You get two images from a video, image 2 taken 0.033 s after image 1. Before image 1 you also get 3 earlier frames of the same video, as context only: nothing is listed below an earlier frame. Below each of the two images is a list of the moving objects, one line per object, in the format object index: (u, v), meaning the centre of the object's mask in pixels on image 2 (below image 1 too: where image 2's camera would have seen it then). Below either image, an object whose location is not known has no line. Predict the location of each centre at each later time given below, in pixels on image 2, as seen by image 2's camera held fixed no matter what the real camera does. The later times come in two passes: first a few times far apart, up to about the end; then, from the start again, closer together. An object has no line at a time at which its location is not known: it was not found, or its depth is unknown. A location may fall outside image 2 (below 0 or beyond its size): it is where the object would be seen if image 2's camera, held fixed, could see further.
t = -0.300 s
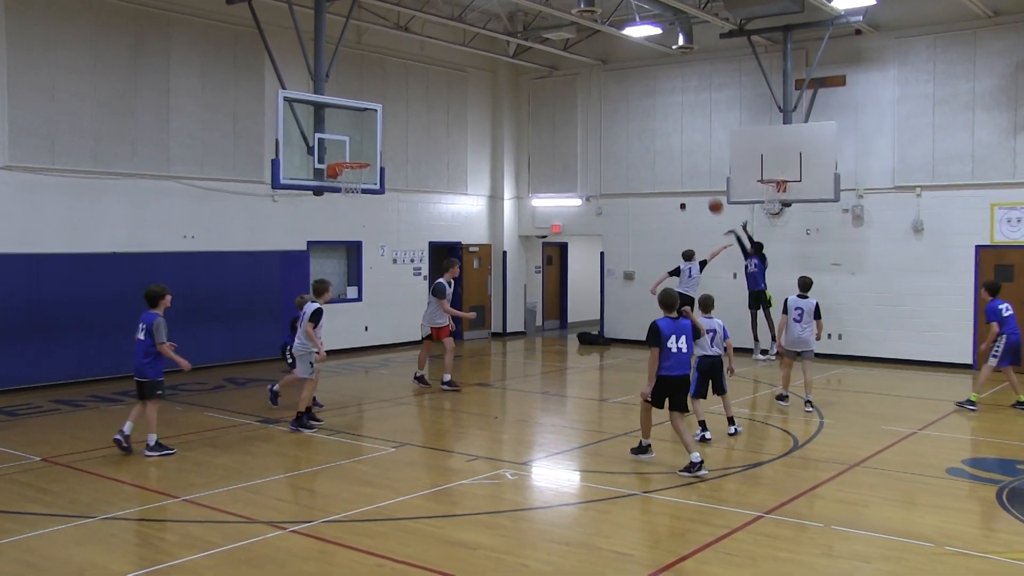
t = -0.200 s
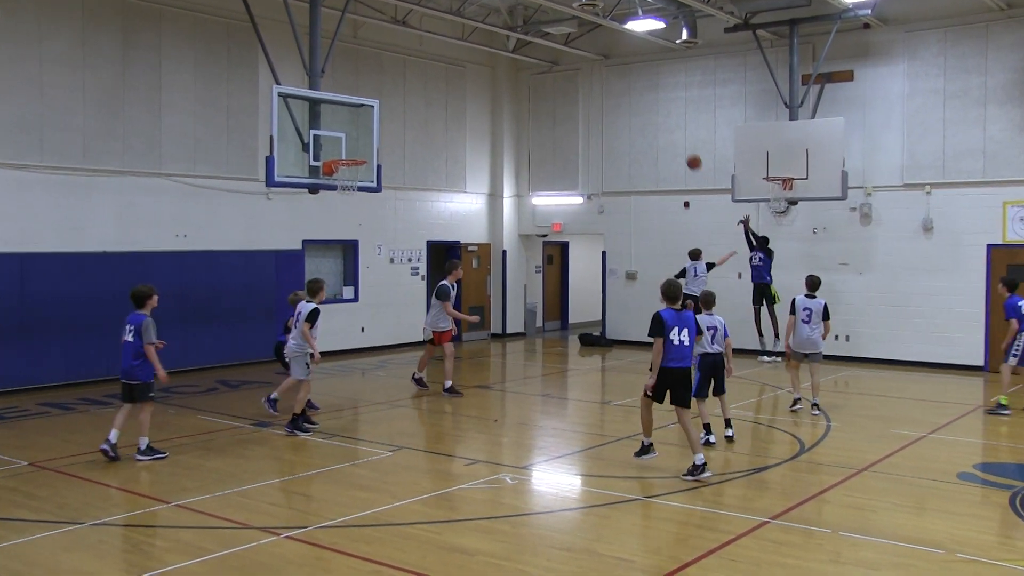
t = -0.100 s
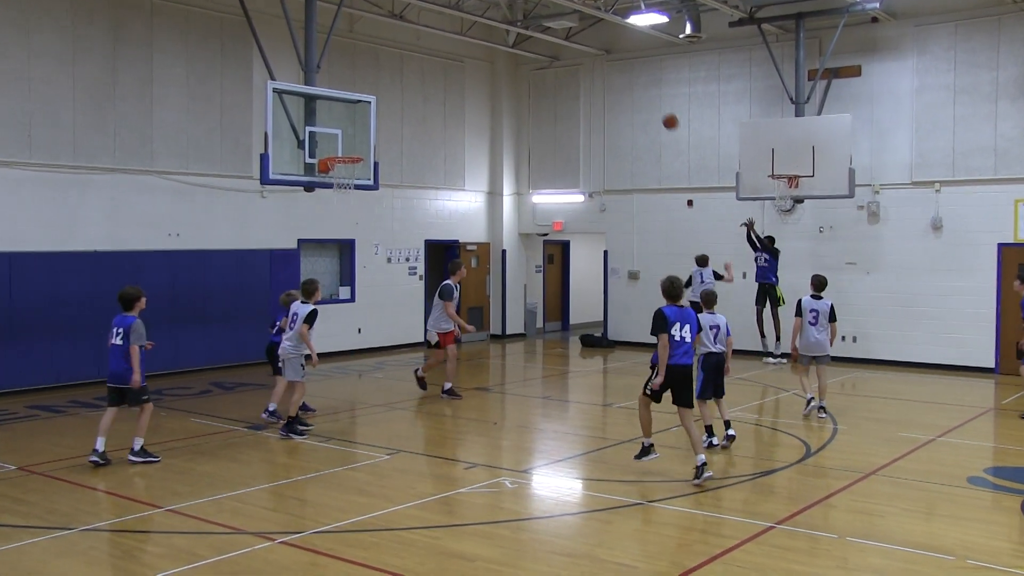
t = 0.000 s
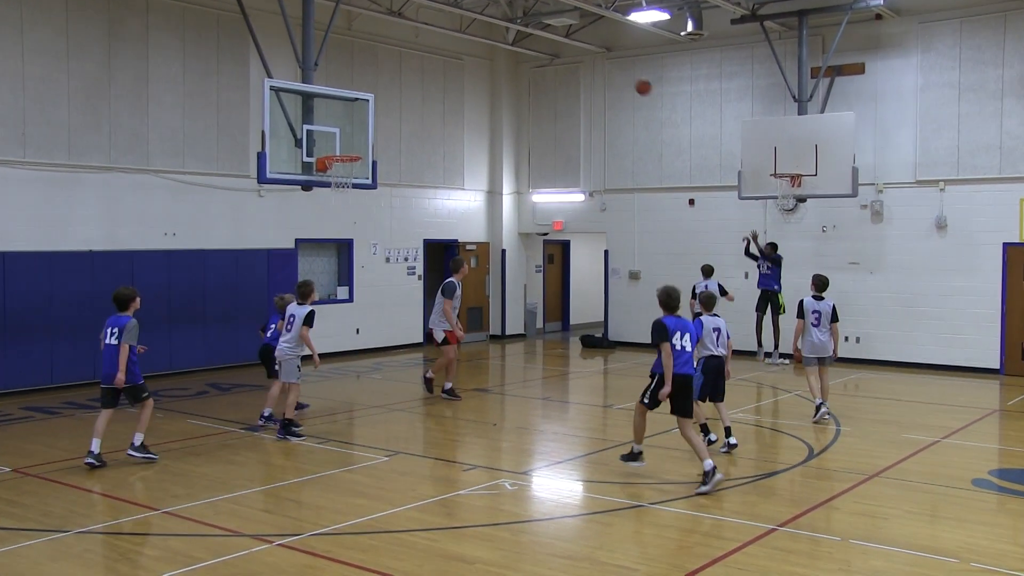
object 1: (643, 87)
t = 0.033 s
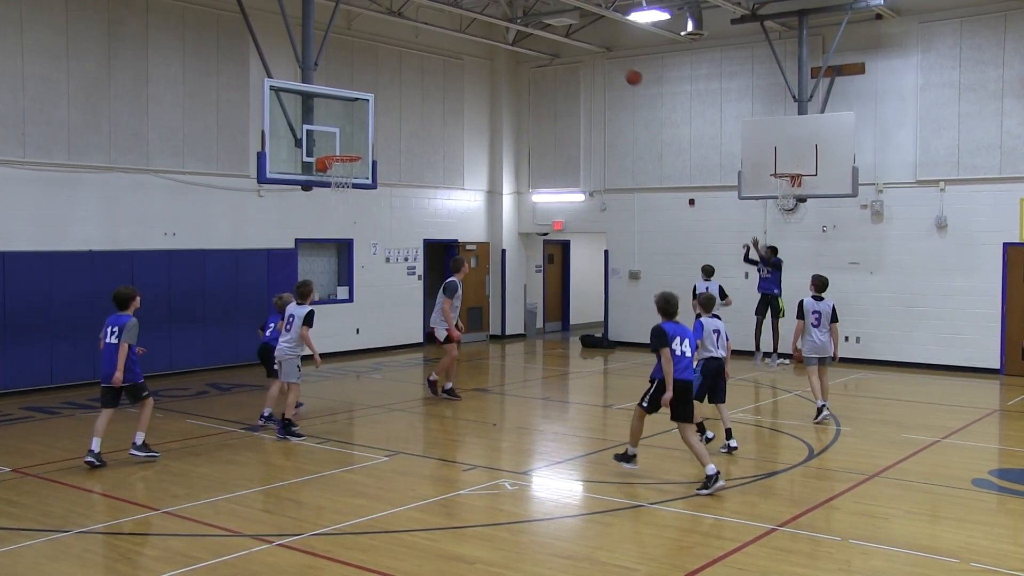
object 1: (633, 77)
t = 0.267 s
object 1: (563, 28)
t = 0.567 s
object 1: (468, 19)
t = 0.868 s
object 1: (363, 79)
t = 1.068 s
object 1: (289, 163)
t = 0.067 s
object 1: (623, 68)
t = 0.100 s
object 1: (614, 59)
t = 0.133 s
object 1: (604, 52)
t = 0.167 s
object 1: (594, 45)
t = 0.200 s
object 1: (584, 39)
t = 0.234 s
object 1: (574, 33)
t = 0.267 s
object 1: (563, 28)
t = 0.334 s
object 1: (542, 20)
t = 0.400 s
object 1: (521, 16)
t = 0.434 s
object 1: (511, 14)
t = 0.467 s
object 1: (501, 14)
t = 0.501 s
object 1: (490, 15)
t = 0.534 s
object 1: (479, 16)
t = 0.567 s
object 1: (468, 19)
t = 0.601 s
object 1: (458, 22)
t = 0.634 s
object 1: (446, 26)
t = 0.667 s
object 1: (435, 31)
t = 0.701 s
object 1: (422, 36)
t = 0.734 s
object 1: (410, 43)
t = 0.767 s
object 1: (399, 51)
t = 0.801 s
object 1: (387, 59)
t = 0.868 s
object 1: (363, 79)
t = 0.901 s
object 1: (351, 90)
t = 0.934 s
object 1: (339, 103)
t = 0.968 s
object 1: (326, 117)
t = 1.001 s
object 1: (314, 131)
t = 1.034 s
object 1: (302, 146)
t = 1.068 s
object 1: (289, 163)
